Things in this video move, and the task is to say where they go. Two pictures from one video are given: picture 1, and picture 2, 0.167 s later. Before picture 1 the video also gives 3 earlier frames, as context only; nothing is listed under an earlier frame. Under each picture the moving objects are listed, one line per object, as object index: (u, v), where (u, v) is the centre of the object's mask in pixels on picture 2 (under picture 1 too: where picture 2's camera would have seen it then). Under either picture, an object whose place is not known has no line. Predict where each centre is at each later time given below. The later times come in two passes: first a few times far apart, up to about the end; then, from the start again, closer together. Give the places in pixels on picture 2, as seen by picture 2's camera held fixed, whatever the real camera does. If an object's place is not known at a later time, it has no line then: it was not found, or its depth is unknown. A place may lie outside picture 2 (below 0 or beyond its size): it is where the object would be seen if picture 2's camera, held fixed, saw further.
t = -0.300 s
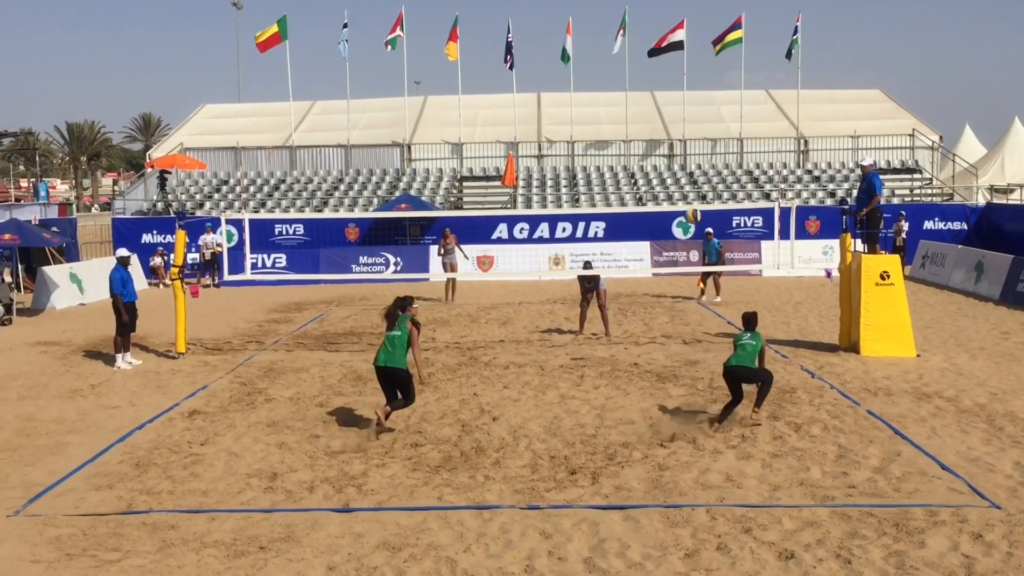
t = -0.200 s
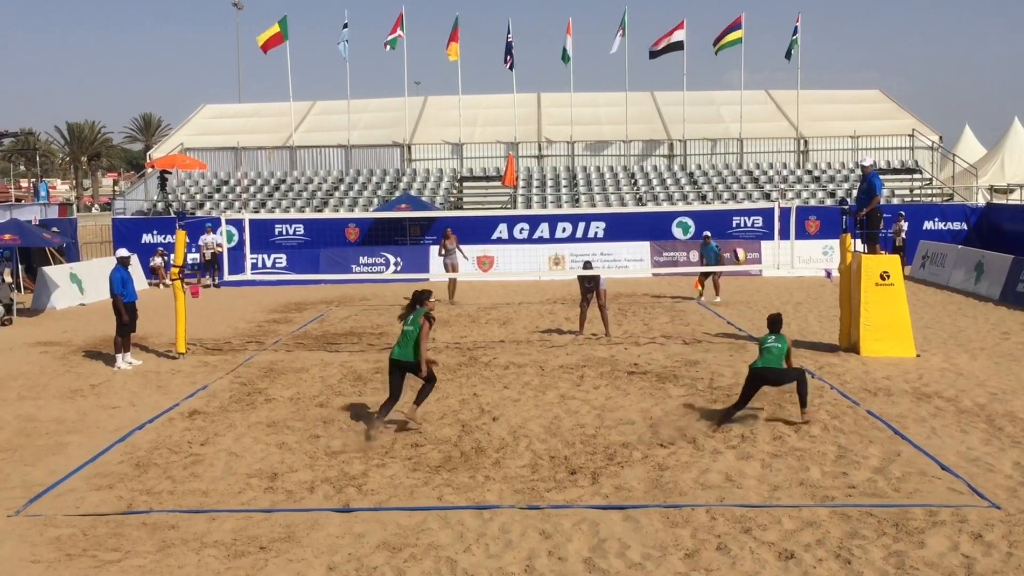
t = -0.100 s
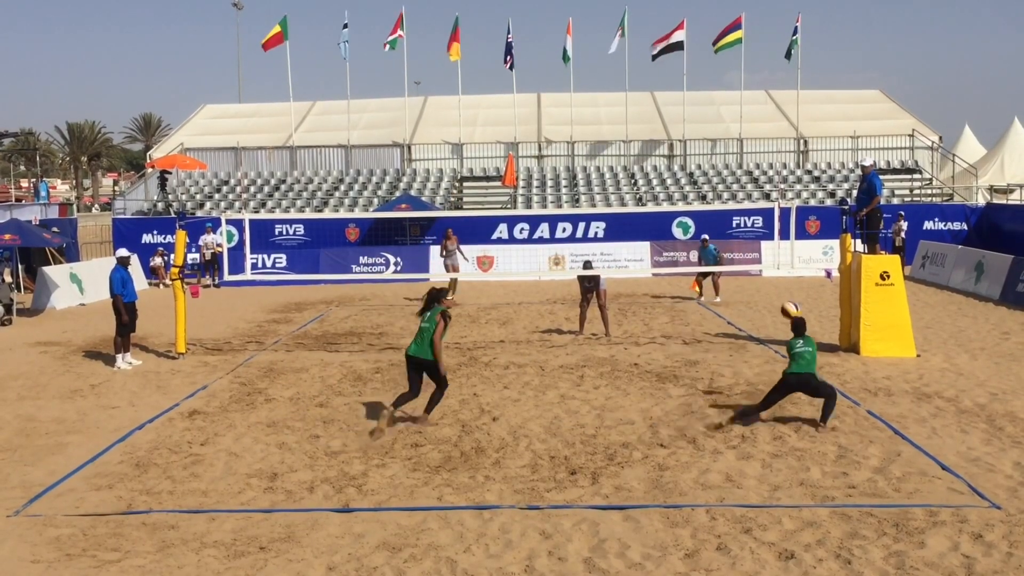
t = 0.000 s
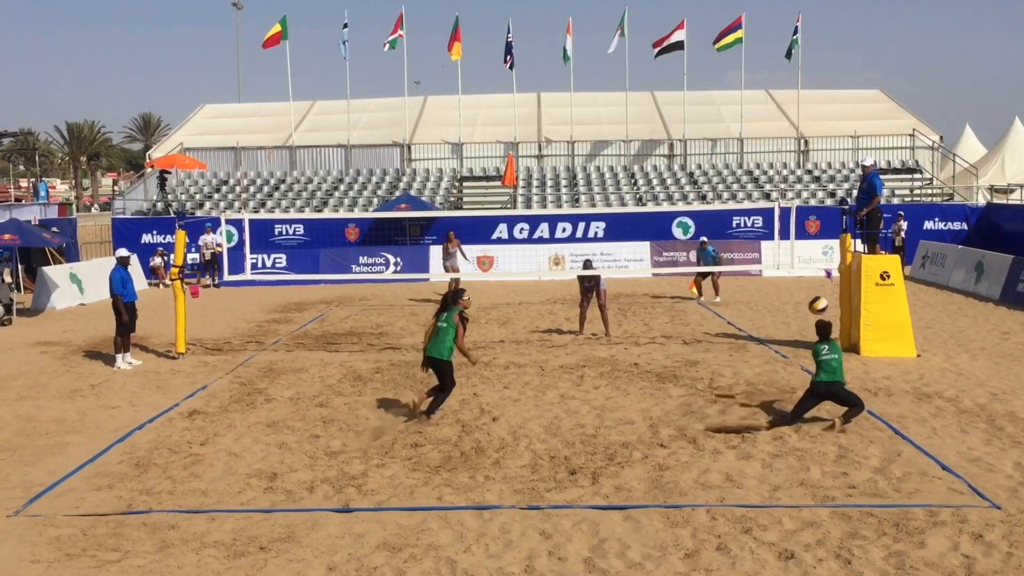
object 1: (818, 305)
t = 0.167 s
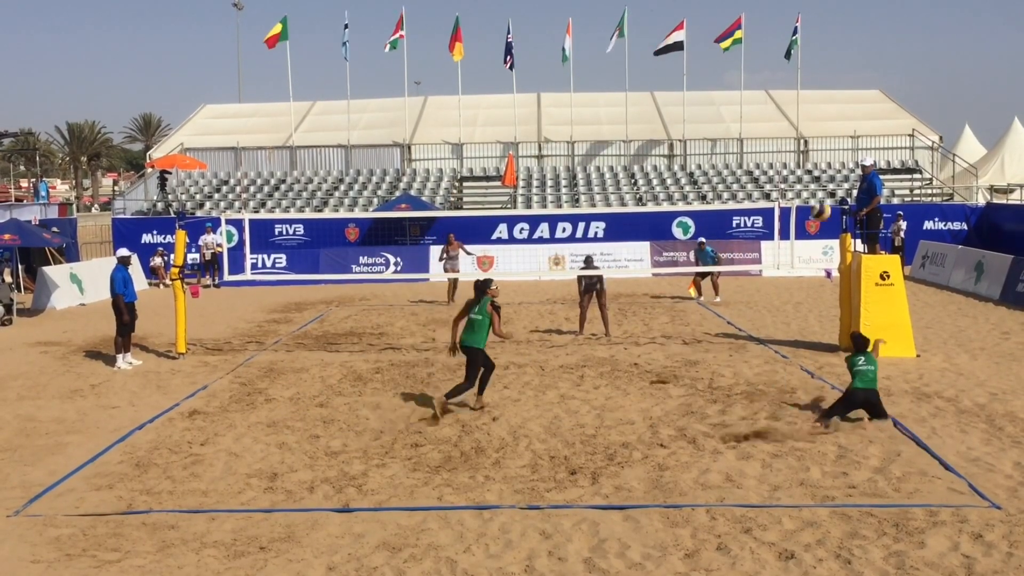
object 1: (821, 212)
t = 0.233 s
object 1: (821, 182)
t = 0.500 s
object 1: (827, 98)
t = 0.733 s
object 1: (832, 77)
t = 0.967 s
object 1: (836, 103)
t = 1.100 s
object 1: (838, 140)
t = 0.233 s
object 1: (821, 182)
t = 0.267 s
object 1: (822, 167)
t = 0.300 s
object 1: (824, 155)
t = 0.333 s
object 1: (823, 143)
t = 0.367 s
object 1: (824, 132)
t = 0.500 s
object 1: (827, 98)
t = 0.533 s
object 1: (828, 93)
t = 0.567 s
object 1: (828, 88)
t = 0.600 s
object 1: (829, 83)
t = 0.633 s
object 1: (830, 80)
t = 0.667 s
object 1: (831, 79)
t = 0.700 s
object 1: (831, 77)
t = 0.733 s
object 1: (832, 77)
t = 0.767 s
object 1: (832, 78)
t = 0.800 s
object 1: (833, 80)
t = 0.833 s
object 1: (834, 82)
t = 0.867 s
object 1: (833, 86)
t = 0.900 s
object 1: (834, 91)
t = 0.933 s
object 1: (836, 96)
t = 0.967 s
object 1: (836, 103)
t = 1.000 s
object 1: (836, 111)
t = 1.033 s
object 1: (836, 119)
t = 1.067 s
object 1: (838, 128)
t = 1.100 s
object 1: (838, 140)
